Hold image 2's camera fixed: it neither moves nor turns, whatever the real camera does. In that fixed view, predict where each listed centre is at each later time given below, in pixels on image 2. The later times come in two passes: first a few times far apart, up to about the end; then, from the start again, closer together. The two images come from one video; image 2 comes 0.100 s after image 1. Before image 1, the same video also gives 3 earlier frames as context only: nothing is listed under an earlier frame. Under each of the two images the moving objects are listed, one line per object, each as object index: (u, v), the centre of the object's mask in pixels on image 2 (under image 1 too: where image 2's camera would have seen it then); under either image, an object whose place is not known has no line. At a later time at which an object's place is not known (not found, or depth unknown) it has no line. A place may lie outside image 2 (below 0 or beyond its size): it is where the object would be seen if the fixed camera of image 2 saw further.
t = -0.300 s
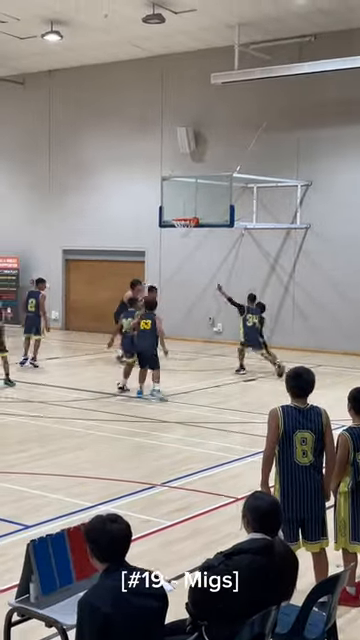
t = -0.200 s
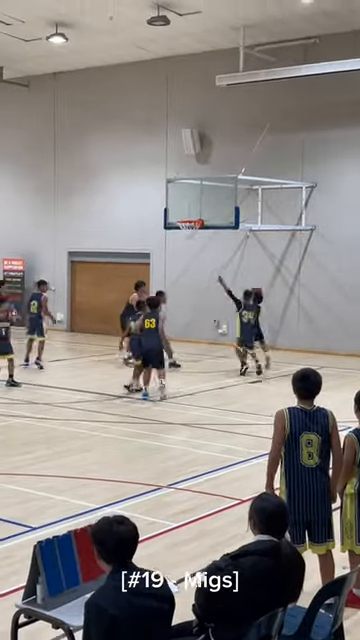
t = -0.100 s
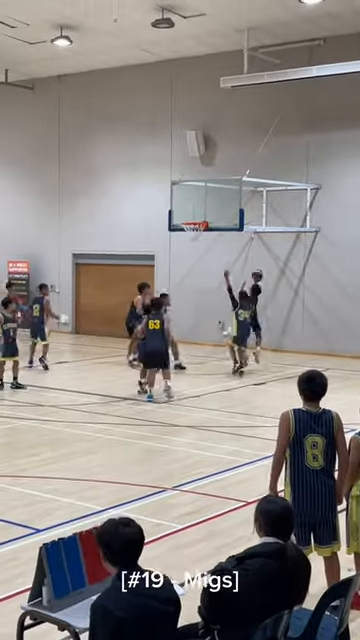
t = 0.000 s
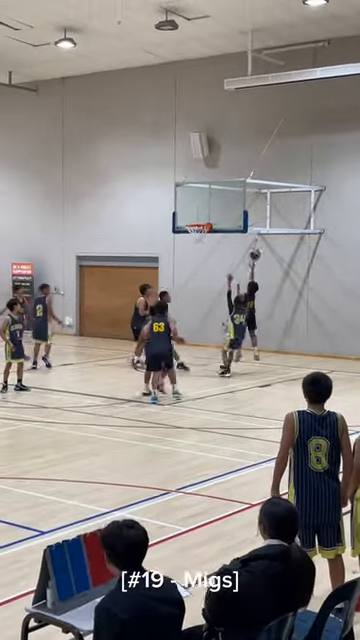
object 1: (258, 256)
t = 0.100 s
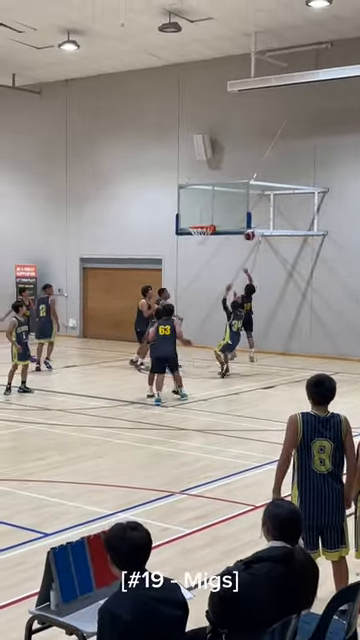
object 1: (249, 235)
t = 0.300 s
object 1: (231, 211)
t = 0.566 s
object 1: (209, 216)
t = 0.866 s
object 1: (195, 236)
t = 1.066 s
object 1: (196, 253)
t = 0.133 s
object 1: (246, 228)
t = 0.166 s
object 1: (242, 224)
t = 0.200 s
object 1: (240, 219)
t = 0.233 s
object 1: (236, 215)
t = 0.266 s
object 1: (234, 213)
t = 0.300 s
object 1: (231, 211)
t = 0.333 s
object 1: (228, 210)
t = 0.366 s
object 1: (226, 209)
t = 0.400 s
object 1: (223, 208)
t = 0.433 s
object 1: (220, 209)
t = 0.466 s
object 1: (217, 210)
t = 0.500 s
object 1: (214, 211)
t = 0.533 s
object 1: (212, 213)
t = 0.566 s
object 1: (209, 216)
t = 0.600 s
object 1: (207, 218)
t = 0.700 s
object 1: (198, 230)
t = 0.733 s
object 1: (195, 234)
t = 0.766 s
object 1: (194, 235)
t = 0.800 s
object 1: (195, 235)
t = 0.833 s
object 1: (194, 236)
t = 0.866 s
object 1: (195, 236)
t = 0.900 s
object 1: (195, 238)
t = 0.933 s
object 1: (195, 239)
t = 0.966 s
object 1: (196, 242)
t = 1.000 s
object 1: (196, 245)
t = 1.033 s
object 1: (197, 248)
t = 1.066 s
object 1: (196, 253)
